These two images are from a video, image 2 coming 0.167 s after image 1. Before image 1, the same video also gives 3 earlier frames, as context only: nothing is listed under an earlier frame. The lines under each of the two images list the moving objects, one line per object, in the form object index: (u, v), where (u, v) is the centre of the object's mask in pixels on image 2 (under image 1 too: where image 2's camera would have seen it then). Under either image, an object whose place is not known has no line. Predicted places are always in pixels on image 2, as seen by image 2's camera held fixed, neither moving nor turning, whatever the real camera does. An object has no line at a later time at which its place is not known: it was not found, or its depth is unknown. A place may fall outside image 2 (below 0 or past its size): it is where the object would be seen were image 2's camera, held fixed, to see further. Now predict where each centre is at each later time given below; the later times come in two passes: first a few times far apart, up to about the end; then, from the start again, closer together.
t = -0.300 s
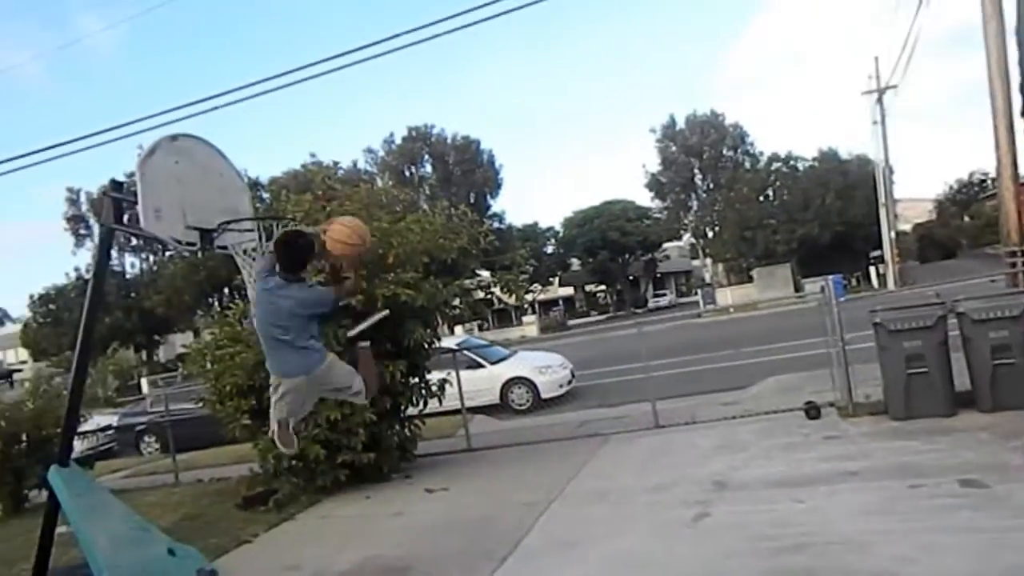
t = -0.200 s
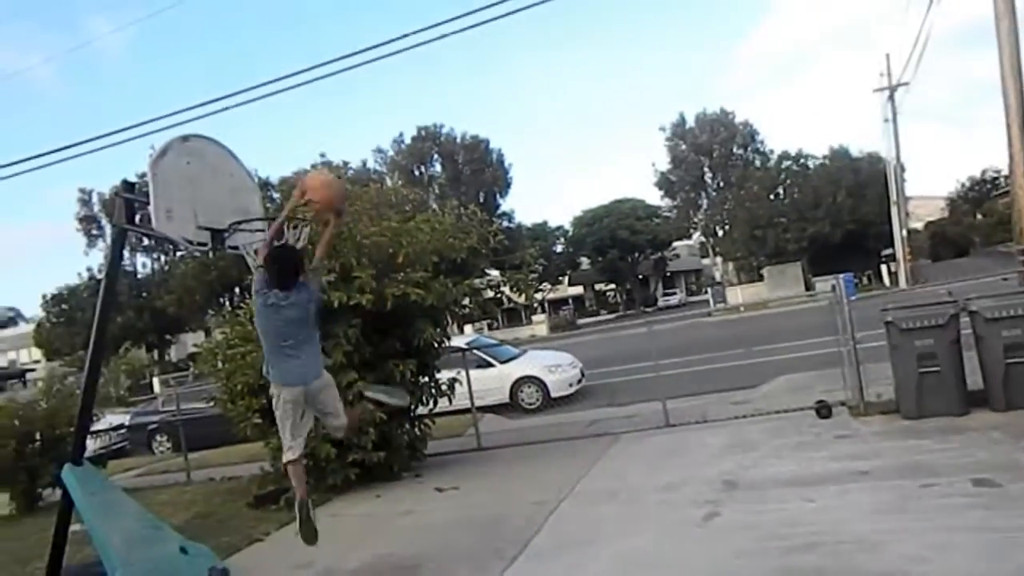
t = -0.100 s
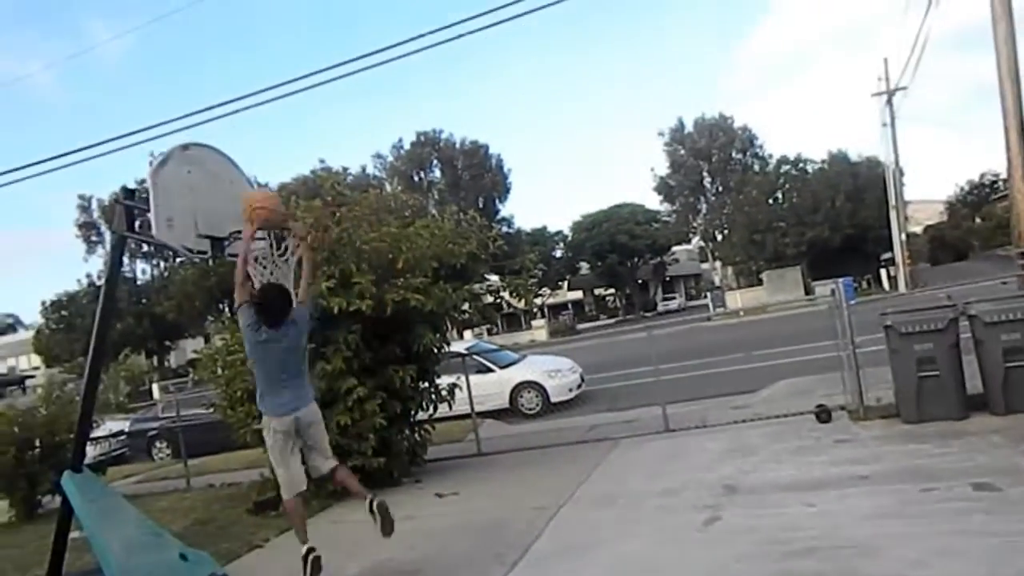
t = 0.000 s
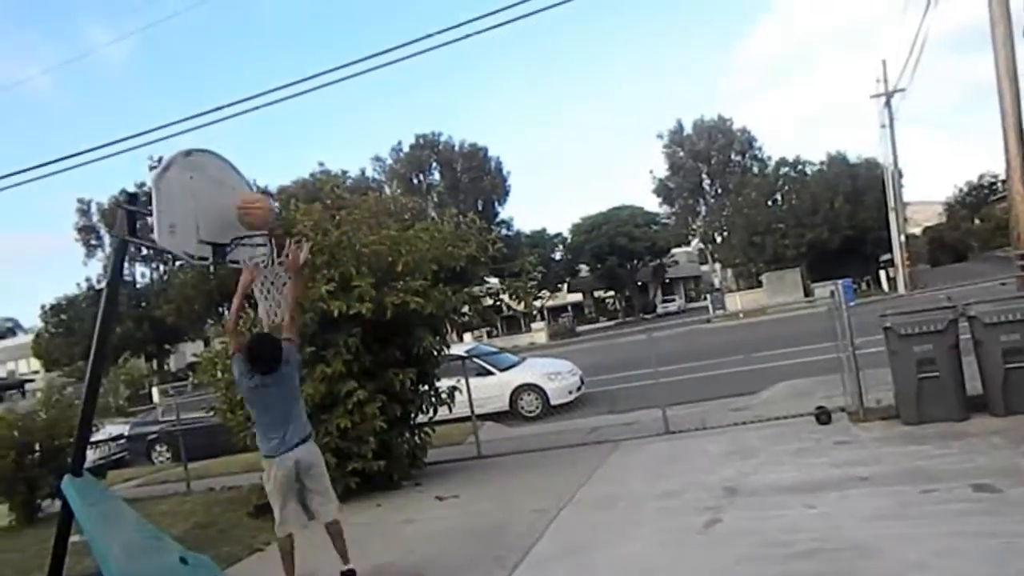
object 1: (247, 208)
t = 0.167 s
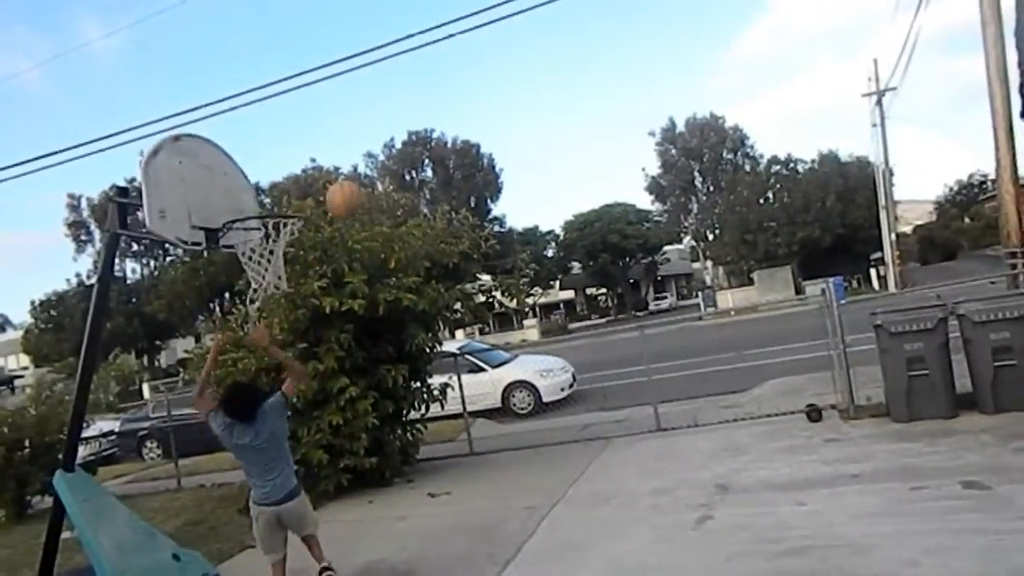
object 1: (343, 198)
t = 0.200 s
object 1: (364, 202)
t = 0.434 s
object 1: (505, 269)
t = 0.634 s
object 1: (633, 382)
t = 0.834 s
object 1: (731, 462)
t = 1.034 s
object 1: (755, 359)
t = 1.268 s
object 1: (791, 318)
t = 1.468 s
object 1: (836, 340)
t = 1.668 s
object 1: (886, 416)
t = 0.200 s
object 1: (364, 202)
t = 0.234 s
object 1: (384, 206)
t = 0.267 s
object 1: (404, 212)
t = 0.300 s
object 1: (422, 219)
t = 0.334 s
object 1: (443, 229)
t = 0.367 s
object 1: (463, 242)
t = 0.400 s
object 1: (485, 255)
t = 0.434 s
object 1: (505, 269)
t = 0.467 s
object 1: (527, 284)
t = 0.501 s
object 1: (548, 301)
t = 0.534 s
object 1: (568, 319)
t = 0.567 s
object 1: (590, 339)
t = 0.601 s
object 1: (612, 358)
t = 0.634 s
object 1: (633, 382)
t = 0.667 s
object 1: (655, 408)
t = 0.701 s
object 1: (675, 433)
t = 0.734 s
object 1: (697, 462)
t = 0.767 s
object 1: (719, 492)
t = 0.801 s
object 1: (727, 485)
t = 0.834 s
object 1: (731, 462)
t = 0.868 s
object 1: (734, 440)
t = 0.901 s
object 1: (738, 420)
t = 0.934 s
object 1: (741, 402)
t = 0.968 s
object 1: (746, 387)
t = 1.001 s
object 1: (751, 372)
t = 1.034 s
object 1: (755, 359)
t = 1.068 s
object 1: (760, 348)
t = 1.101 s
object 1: (765, 339)
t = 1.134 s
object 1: (768, 332)
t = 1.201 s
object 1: (779, 322)
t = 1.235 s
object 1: (787, 319)
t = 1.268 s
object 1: (791, 318)
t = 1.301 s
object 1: (800, 317)
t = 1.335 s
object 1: (806, 318)
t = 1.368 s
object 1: (813, 322)
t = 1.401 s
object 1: (820, 327)
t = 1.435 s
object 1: (828, 332)
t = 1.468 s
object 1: (836, 340)
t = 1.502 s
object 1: (844, 349)
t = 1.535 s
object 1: (853, 359)
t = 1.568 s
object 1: (861, 372)
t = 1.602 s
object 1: (868, 384)
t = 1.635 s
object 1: (876, 398)
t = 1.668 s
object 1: (886, 416)
